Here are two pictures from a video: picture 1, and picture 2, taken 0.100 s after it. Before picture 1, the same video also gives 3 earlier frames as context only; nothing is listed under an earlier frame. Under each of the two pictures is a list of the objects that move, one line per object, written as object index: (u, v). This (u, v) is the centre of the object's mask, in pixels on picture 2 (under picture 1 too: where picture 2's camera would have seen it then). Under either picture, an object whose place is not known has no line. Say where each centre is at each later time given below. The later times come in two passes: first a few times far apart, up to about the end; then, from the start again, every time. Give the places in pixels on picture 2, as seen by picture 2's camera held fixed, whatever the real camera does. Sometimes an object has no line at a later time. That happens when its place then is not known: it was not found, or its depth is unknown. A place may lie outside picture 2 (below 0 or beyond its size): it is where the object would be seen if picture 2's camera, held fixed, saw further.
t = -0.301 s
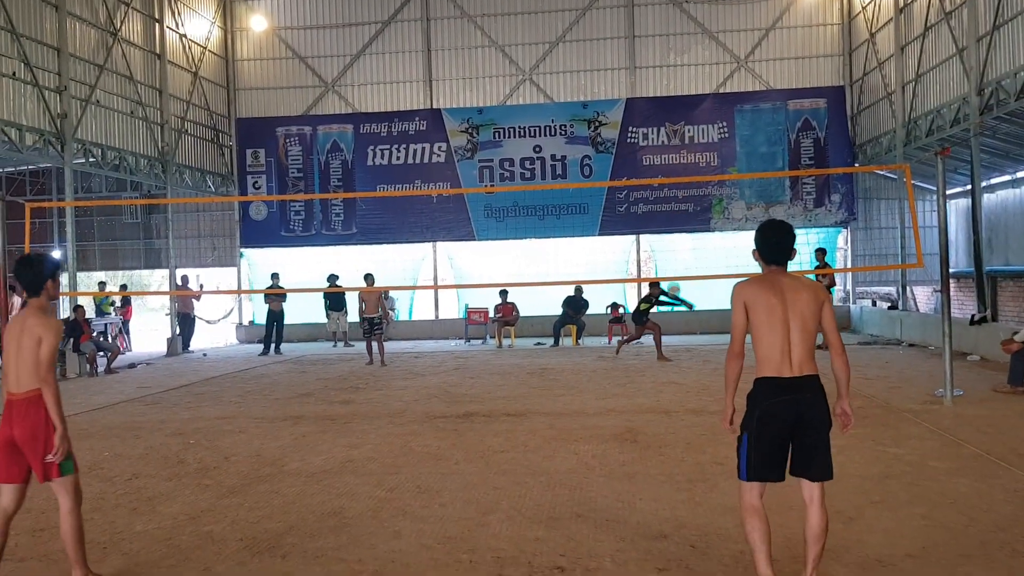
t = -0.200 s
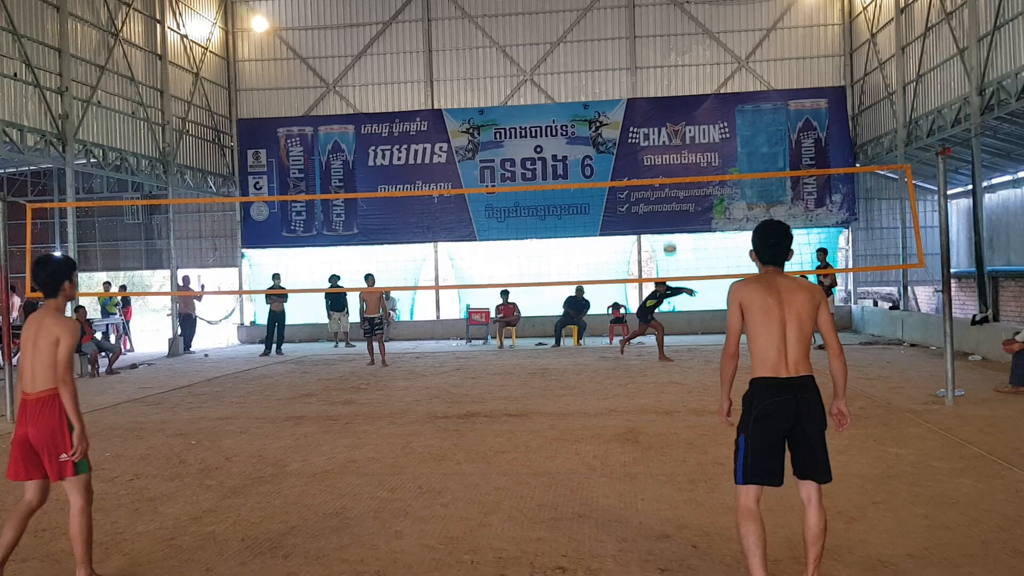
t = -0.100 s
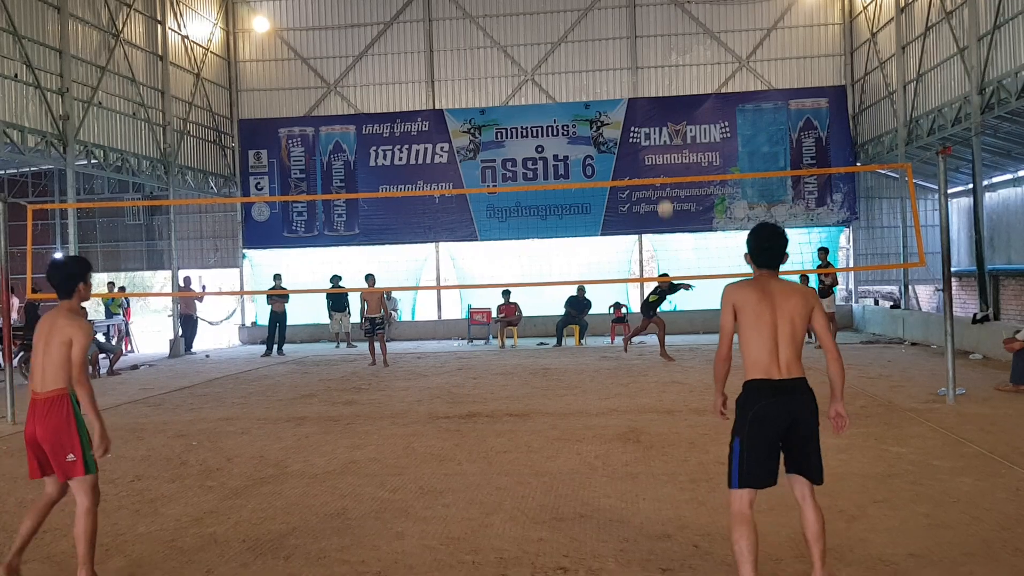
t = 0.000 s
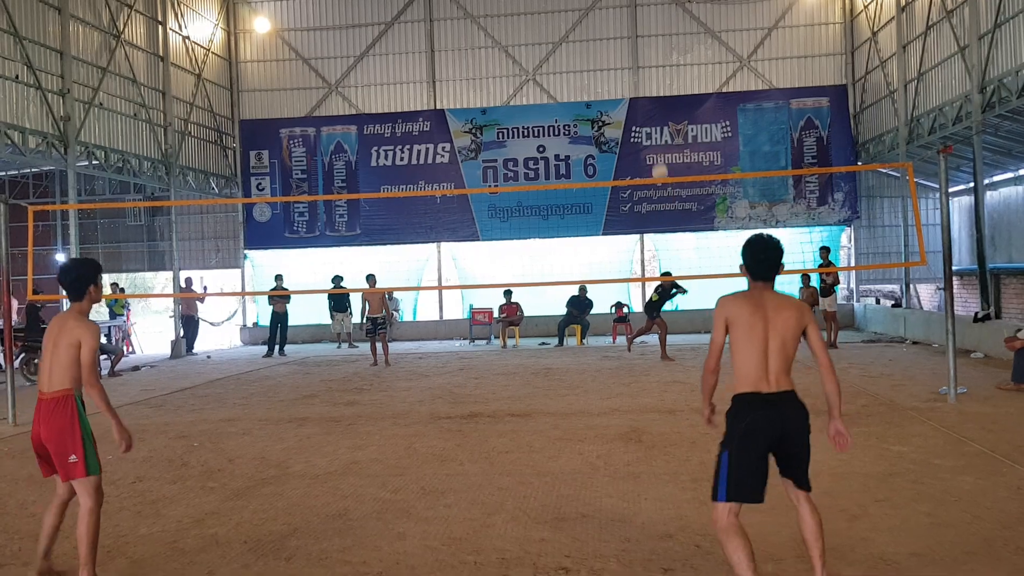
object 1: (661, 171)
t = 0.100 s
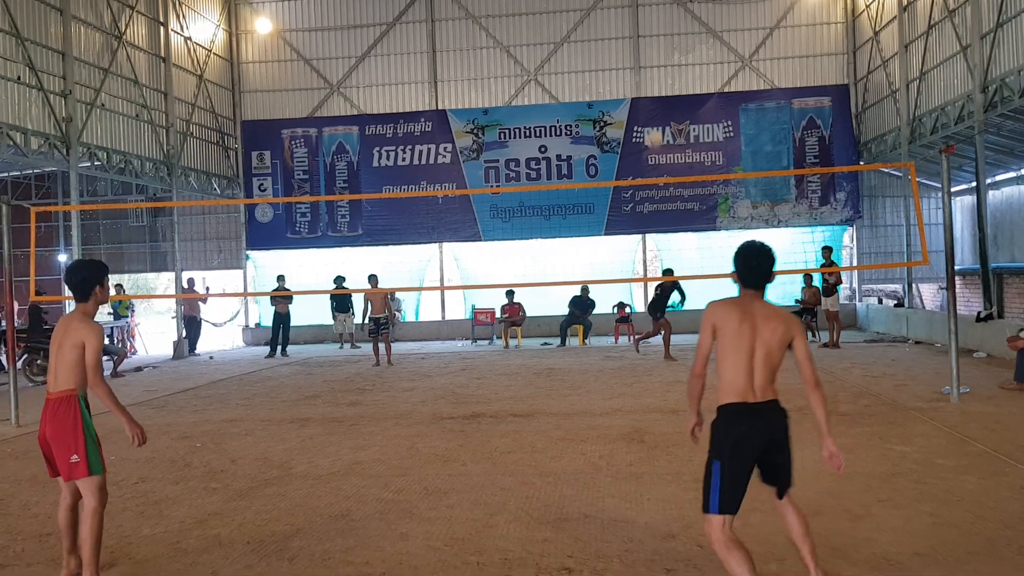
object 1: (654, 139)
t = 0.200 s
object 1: (645, 110)
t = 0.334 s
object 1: (635, 82)
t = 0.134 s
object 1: (652, 128)
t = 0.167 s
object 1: (648, 118)
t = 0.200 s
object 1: (645, 110)
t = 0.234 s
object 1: (643, 102)
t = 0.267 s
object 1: (639, 93)
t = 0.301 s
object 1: (637, 86)
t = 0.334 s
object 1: (635, 82)
